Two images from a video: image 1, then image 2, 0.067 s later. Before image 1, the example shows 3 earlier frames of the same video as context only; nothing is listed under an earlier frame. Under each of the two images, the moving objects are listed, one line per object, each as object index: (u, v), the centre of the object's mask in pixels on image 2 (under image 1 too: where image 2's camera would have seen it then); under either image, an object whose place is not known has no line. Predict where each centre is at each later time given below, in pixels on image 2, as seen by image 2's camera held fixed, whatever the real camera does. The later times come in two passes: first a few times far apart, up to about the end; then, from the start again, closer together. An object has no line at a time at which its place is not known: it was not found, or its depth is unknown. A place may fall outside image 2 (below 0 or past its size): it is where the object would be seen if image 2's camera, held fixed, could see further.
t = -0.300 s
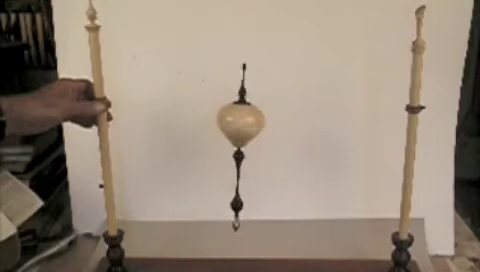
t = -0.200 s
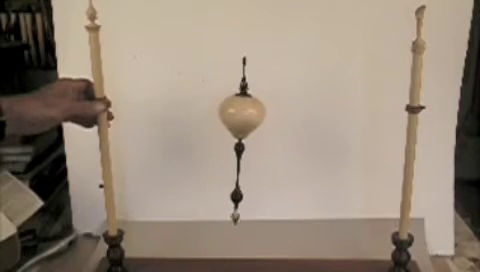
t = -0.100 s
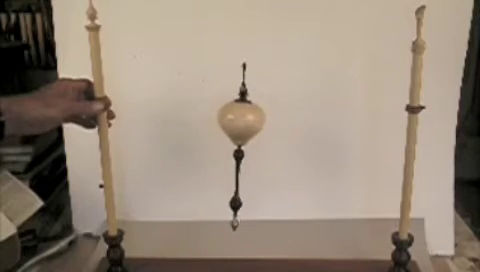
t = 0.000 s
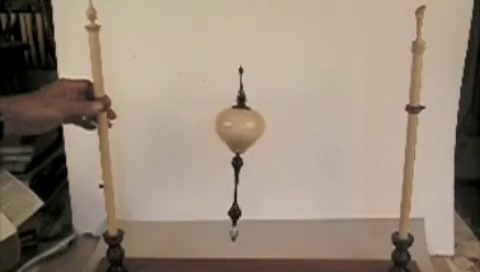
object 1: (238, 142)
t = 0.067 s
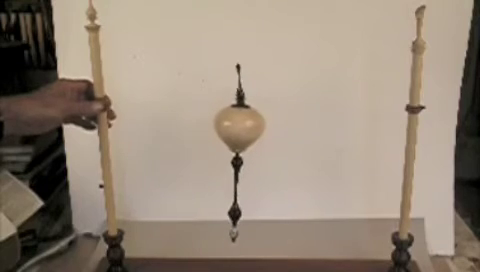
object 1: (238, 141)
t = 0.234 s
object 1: (239, 139)
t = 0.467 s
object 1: (239, 138)
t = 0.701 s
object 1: (238, 140)
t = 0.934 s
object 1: (240, 130)
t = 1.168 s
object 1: (238, 140)
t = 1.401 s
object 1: (240, 135)
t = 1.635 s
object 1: (238, 141)
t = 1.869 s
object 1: (239, 141)
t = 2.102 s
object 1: (240, 134)
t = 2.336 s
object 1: (239, 140)
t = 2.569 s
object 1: (240, 132)
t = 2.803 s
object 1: (238, 140)
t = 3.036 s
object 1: (239, 139)
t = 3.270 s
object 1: (240, 138)
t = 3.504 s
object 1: (239, 141)
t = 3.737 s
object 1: (240, 134)
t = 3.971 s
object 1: (239, 141)
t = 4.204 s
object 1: (240, 136)
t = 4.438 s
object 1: (239, 139)
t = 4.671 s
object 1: (240, 140)
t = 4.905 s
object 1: (240, 137)
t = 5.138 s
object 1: (239, 142)
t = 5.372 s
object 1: (240, 136)
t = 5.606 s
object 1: (239, 141)
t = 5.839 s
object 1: (240, 138)
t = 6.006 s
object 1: (240, 137)
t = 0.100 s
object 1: (238, 140)
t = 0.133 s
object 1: (238, 140)
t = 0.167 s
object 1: (238, 141)
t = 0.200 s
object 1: (238, 141)
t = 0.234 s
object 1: (239, 139)
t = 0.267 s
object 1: (239, 137)
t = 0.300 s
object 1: (240, 131)
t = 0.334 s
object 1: (240, 129)
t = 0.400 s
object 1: (239, 131)
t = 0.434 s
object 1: (239, 134)
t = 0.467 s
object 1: (239, 138)
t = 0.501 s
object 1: (238, 140)
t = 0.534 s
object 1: (238, 141)
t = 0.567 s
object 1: (237, 141)
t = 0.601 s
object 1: (237, 140)
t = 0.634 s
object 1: (237, 140)
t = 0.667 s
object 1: (237, 140)
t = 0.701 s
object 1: (238, 140)
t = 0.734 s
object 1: (238, 141)
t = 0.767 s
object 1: (238, 139)
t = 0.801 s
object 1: (239, 136)
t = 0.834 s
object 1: (240, 133)
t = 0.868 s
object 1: (240, 131)
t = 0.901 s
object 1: (240, 129)
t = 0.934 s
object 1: (240, 130)
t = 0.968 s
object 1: (240, 132)
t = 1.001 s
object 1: (240, 135)
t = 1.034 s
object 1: (239, 137)
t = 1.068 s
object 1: (239, 140)
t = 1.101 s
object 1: (238, 141)
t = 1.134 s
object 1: (238, 141)
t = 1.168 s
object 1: (238, 140)
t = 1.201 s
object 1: (238, 140)
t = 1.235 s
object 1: (238, 140)
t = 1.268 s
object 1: (238, 141)
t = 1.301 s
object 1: (239, 141)
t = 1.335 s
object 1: (239, 139)
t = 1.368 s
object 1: (239, 137)
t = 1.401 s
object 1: (240, 135)
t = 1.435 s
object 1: (240, 132)
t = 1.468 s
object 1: (240, 131)
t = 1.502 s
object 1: (240, 132)
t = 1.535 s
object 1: (239, 133)
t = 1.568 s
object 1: (239, 136)
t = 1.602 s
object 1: (239, 139)
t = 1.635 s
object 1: (238, 141)
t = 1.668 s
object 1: (238, 141)
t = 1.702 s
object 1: (238, 142)
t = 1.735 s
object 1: (238, 141)
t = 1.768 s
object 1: (238, 141)
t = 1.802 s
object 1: (238, 141)
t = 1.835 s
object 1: (238, 142)
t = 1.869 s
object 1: (239, 141)
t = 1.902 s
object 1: (239, 139)
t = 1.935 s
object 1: (239, 137)
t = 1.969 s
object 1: (240, 134)
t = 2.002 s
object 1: (240, 132)
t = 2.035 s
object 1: (240, 132)
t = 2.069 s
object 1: (240, 133)
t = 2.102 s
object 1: (240, 134)
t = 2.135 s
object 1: (240, 136)
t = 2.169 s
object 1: (240, 139)
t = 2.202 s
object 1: (239, 140)
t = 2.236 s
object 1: (239, 140)
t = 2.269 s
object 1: (238, 141)
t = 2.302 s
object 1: (239, 140)
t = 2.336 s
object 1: (239, 140)
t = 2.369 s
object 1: (239, 140)
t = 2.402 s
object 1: (239, 140)
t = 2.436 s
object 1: (239, 140)
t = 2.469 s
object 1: (239, 138)
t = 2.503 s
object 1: (240, 135)
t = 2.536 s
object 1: (240, 134)
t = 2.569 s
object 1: (240, 132)
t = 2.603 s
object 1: (240, 132)
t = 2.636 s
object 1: (240, 133)
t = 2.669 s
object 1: (240, 134)
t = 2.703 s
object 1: (239, 137)
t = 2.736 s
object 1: (239, 139)
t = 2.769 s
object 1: (238, 140)
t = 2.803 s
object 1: (238, 140)
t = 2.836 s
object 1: (238, 140)
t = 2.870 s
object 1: (238, 140)
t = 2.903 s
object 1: (238, 140)
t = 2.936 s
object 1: (238, 140)
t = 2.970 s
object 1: (238, 140)
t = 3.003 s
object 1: (239, 140)
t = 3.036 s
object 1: (239, 139)
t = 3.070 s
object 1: (240, 136)
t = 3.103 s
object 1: (240, 134)
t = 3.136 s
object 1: (240, 133)
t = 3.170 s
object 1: (240, 133)
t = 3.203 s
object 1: (240, 134)
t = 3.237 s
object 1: (240, 136)
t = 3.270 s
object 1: (240, 138)
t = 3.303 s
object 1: (239, 139)
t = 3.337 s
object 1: (239, 141)
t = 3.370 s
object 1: (239, 141)
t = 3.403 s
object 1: (239, 142)
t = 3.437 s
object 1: (239, 141)
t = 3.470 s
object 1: (239, 141)
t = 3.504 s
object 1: (239, 141)
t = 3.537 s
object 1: (239, 141)
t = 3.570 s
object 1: (240, 141)
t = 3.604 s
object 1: (240, 139)
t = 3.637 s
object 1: (240, 137)
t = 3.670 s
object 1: (240, 135)
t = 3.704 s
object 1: (240, 135)
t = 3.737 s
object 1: (240, 134)
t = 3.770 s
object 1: (240, 135)
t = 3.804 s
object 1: (240, 138)
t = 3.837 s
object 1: (240, 139)
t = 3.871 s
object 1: (239, 140)
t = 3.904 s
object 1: (239, 141)
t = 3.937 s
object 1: (239, 141)
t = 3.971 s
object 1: (239, 141)
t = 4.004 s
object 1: (239, 141)
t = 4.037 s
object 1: (239, 141)
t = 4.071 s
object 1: (239, 140)
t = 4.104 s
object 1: (239, 140)
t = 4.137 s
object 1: (239, 139)
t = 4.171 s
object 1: (240, 138)
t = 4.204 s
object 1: (240, 136)
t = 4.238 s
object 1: (240, 135)
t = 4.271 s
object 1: (240, 135)
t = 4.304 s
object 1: (240, 135)
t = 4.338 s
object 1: (240, 136)
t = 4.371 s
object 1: (240, 137)
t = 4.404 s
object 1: (240, 139)
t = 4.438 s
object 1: (239, 139)
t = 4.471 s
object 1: (239, 140)
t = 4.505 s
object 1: (239, 141)
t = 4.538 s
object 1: (239, 141)
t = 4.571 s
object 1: (239, 140)
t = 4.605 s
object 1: (239, 141)
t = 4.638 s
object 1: (240, 140)
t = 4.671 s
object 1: (240, 140)
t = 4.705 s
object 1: (240, 139)
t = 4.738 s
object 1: (240, 137)
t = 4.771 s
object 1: (241, 136)
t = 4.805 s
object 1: (241, 135)
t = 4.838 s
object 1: (241, 135)
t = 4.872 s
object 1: (241, 136)
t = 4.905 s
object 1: (240, 137)
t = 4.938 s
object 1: (240, 138)
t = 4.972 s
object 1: (240, 140)
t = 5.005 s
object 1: (239, 141)
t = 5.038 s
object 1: (239, 141)
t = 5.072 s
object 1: (239, 141)
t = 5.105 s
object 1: (239, 141)
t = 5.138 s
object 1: (239, 142)
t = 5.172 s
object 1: (239, 141)
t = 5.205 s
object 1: (239, 141)
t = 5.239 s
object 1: (240, 140)
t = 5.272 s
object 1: (240, 139)
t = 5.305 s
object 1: (240, 137)
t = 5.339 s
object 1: (240, 137)
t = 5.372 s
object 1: (240, 136)
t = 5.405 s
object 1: (240, 136)
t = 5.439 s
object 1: (240, 137)
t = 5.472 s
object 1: (240, 138)
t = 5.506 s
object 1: (240, 139)
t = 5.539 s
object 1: (240, 140)
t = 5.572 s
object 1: (239, 140)
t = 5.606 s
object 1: (239, 141)
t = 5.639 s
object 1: (239, 141)
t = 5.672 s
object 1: (239, 141)
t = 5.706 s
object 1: (239, 141)
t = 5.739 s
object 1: (240, 140)
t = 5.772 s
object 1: (240, 140)
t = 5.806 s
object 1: (240, 139)
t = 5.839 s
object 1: (240, 138)
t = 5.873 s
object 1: (240, 136)
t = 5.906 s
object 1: (240, 136)
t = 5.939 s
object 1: (240, 136)
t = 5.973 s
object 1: (240, 136)
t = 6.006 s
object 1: (240, 137)
